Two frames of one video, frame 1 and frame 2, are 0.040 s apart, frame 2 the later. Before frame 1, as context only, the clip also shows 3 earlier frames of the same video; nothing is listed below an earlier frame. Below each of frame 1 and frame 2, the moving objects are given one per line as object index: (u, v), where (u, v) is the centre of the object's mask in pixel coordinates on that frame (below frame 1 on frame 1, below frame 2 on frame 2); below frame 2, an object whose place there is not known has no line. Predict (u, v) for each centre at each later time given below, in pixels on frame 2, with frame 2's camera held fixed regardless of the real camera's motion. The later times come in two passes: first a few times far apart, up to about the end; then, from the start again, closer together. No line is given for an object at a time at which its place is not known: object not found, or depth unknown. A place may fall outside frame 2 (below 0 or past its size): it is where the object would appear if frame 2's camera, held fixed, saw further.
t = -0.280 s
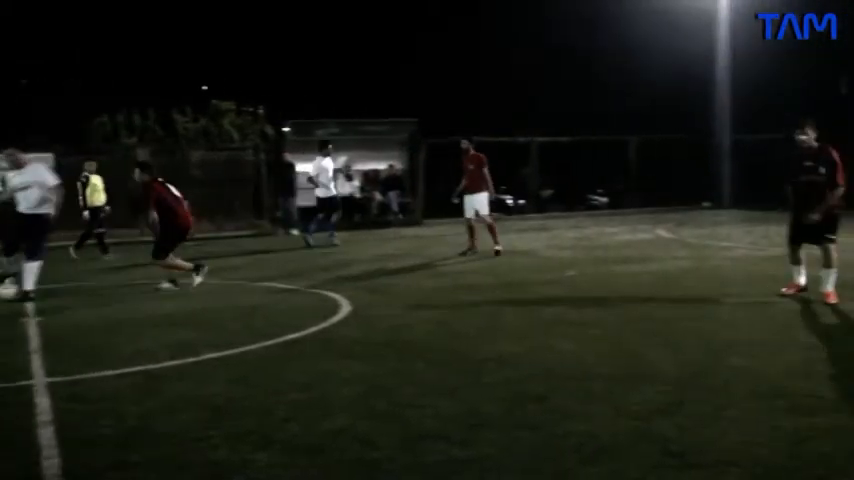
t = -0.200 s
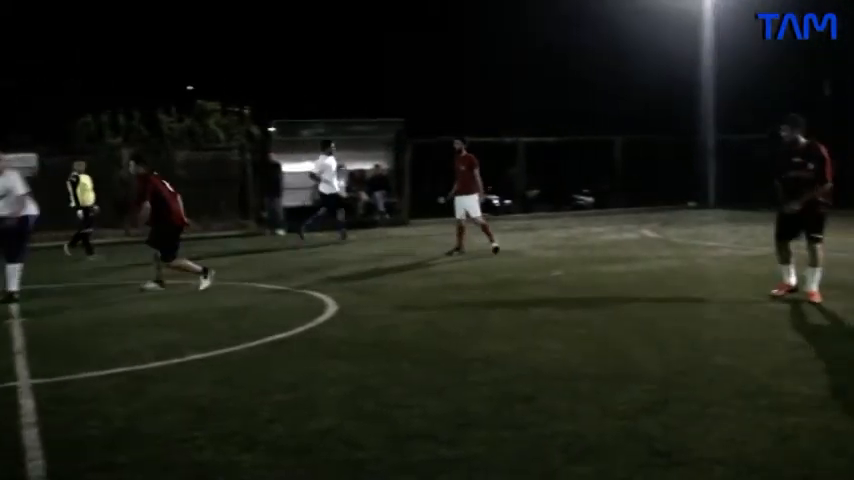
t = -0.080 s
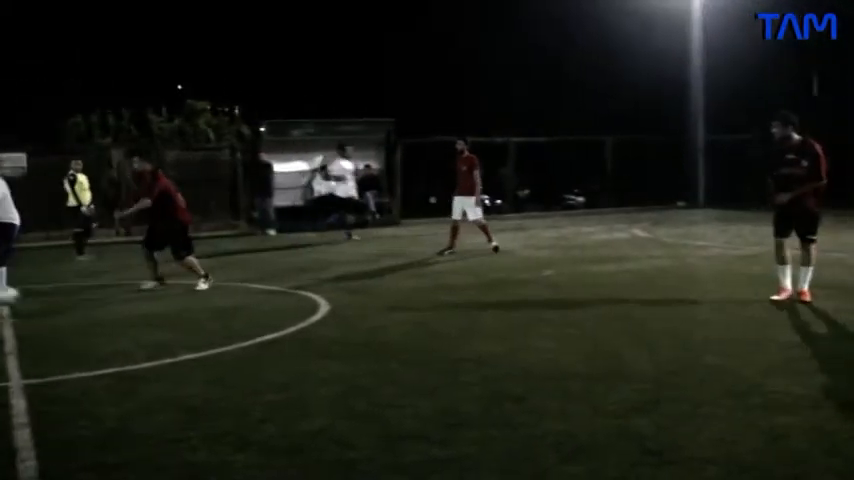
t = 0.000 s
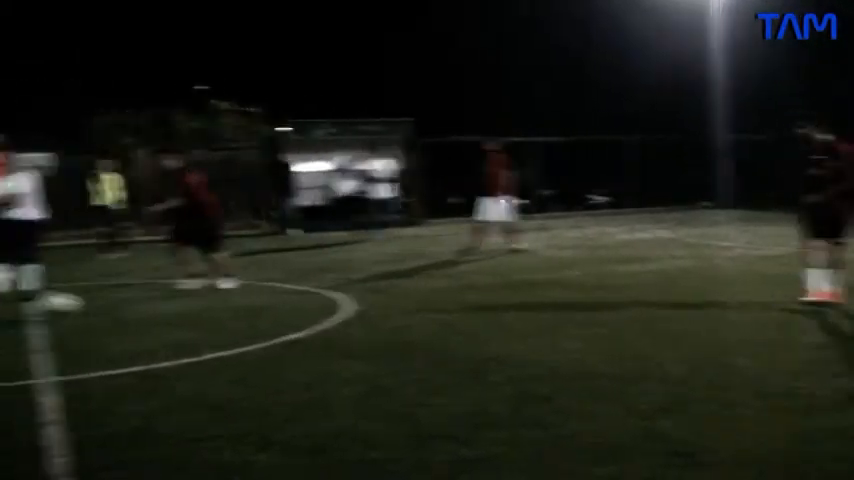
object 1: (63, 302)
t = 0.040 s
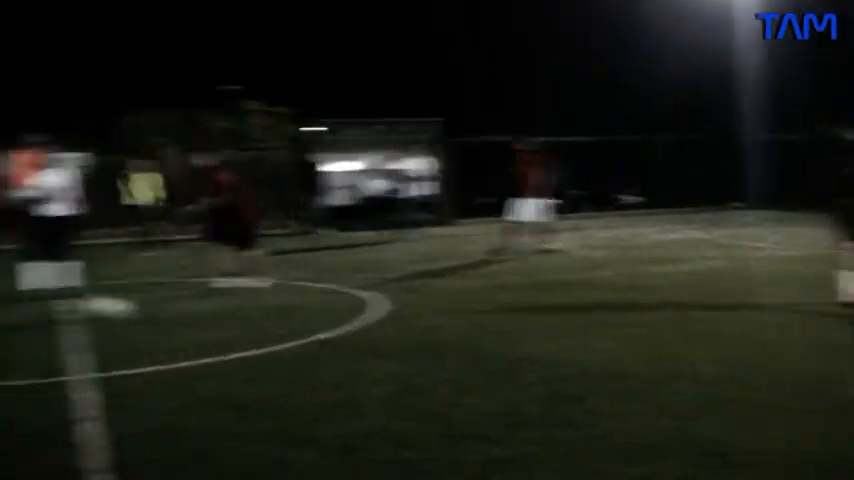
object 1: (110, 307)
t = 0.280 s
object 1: (200, 333)
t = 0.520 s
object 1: (322, 371)
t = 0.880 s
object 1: (586, 442)
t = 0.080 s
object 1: (123, 316)
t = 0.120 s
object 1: (136, 318)
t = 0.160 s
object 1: (151, 318)
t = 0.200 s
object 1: (166, 321)
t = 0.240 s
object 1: (181, 325)
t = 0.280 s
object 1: (200, 333)
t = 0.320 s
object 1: (220, 344)
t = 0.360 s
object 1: (238, 353)
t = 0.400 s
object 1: (260, 354)
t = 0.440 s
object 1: (278, 356)
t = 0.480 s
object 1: (298, 362)
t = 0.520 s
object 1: (322, 371)
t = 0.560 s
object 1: (347, 384)
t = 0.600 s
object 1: (373, 395)
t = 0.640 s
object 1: (399, 398)
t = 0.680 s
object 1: (426, 406)
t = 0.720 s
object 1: (453, 415)
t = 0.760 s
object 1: (484, 429)
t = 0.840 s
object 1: (551, 435)
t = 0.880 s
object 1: (586, 442)
